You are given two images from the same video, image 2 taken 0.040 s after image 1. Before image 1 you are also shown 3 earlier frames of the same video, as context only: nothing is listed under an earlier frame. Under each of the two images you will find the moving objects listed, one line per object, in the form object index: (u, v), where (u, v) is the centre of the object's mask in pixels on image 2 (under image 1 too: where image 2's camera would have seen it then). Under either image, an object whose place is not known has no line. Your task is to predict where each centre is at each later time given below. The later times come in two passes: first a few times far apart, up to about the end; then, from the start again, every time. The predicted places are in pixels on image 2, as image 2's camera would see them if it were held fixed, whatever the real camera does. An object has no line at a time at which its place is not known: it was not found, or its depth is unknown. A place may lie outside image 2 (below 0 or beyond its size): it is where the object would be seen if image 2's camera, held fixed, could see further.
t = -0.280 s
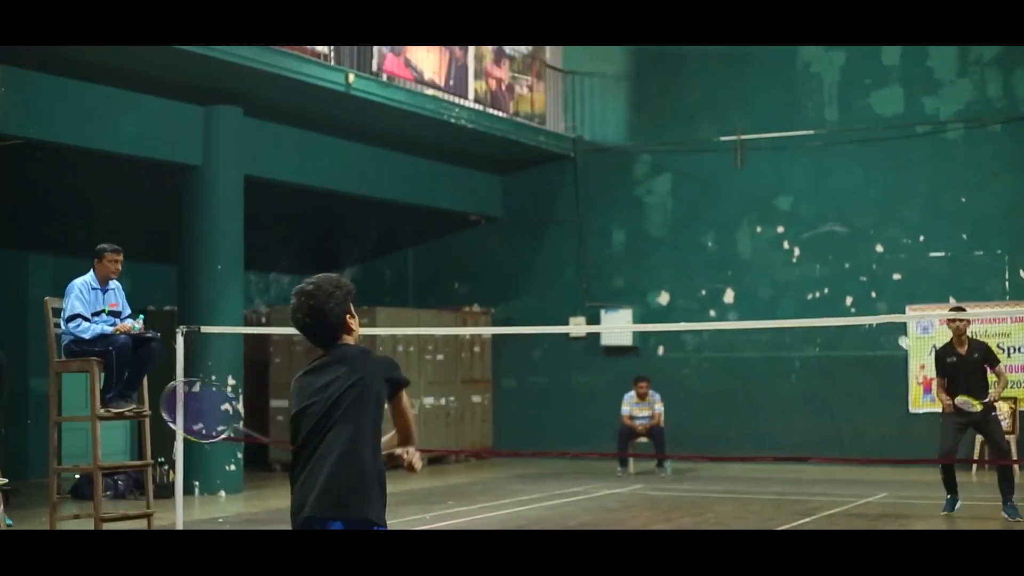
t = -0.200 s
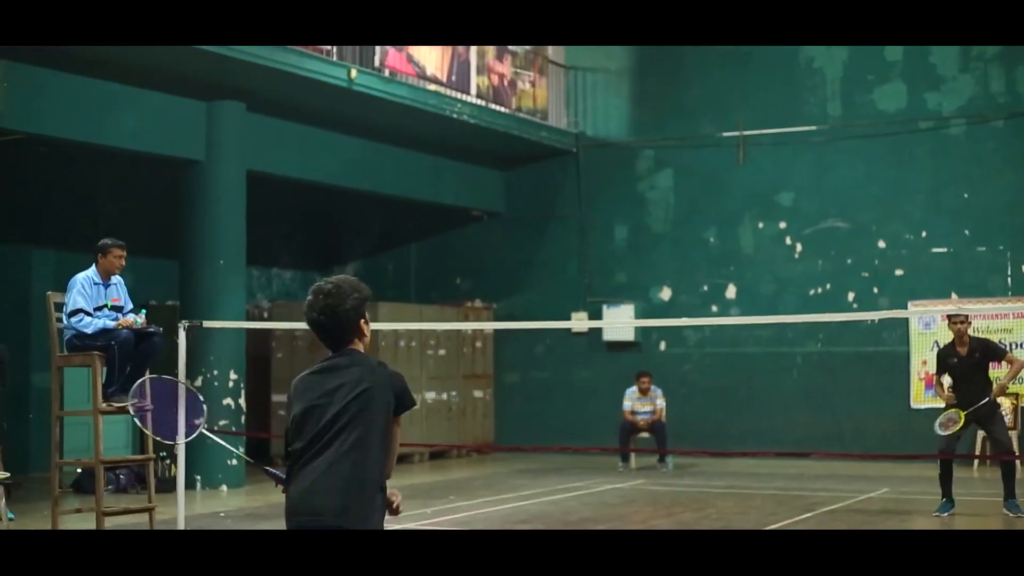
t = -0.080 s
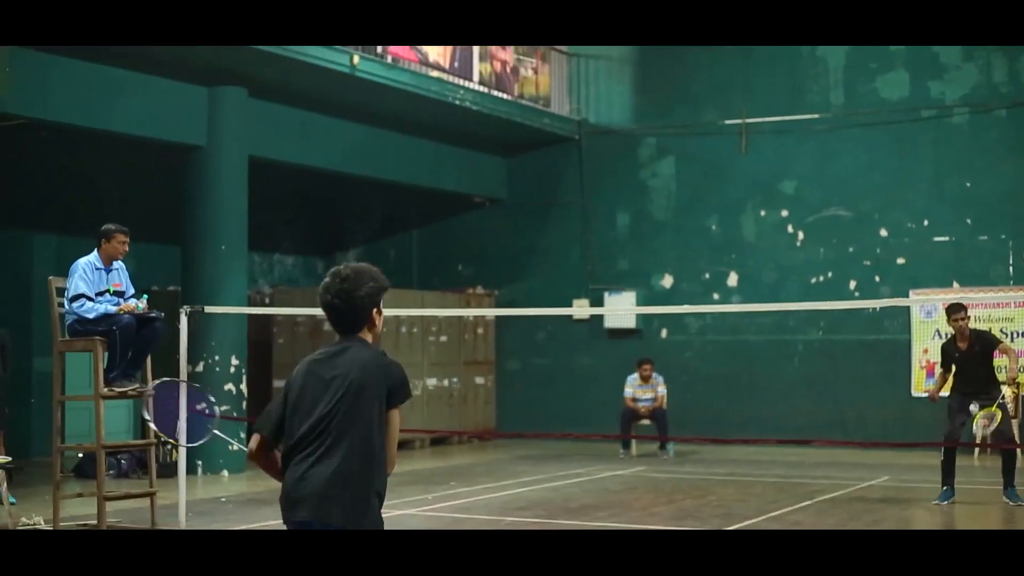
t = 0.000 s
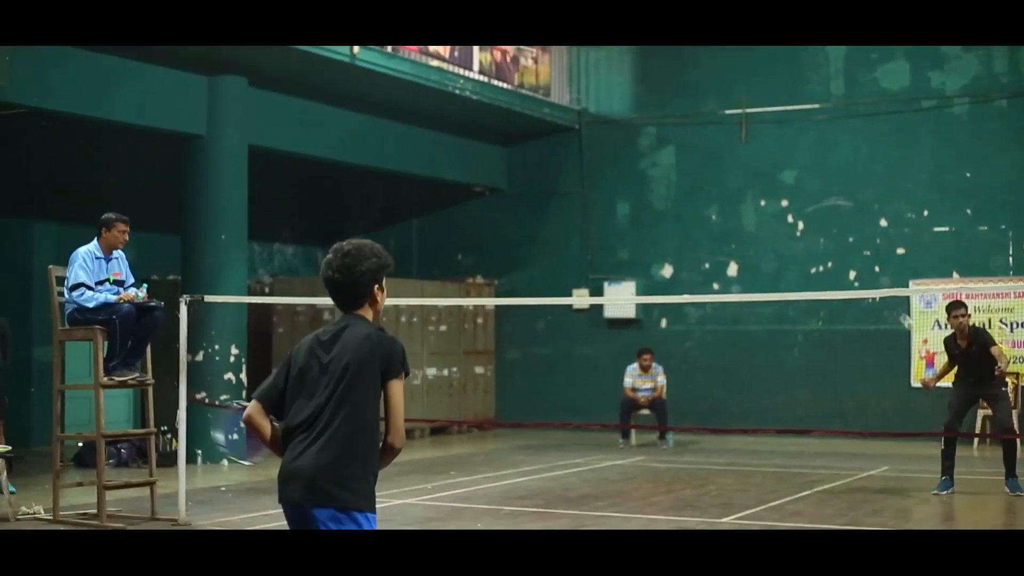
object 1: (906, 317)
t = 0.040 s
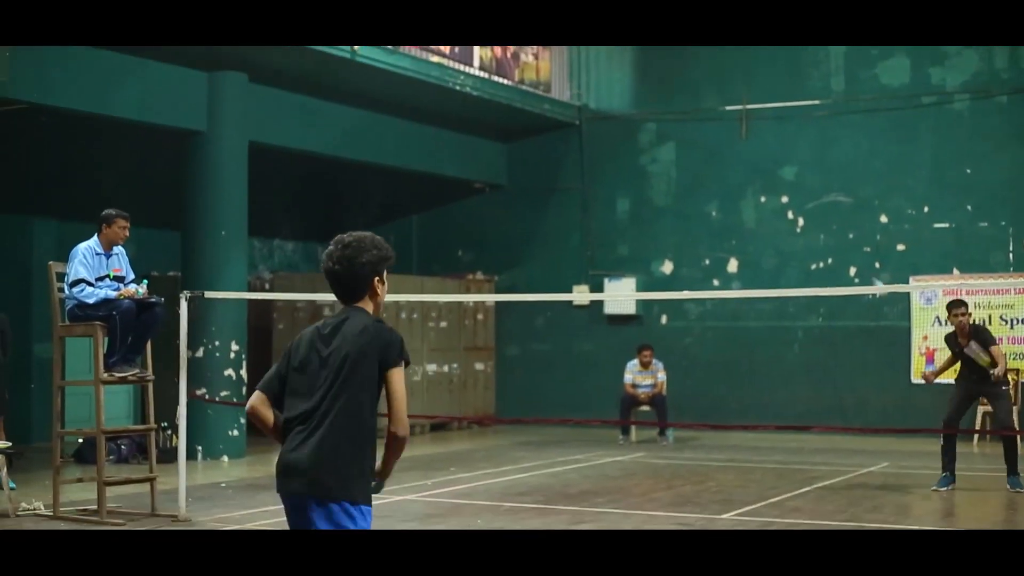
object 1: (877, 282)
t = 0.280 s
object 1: (710, 152)
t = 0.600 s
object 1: (491, 132)
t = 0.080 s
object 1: (852, 257)
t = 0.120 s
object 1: (822, 229)
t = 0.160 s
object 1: (793, 205)
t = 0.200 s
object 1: (765, 185)
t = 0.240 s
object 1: (738, 167)
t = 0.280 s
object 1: (710, 152)
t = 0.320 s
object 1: (683, 139)
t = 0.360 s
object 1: (656, 129)
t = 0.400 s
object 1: (628, 122)
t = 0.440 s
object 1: (602, 118)
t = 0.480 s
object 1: (574, 117)
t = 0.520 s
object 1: (546, 119)
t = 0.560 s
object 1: (519, 123)
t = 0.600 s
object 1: (491, 132)
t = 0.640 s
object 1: (463, 144)
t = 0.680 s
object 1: (435, 159)
